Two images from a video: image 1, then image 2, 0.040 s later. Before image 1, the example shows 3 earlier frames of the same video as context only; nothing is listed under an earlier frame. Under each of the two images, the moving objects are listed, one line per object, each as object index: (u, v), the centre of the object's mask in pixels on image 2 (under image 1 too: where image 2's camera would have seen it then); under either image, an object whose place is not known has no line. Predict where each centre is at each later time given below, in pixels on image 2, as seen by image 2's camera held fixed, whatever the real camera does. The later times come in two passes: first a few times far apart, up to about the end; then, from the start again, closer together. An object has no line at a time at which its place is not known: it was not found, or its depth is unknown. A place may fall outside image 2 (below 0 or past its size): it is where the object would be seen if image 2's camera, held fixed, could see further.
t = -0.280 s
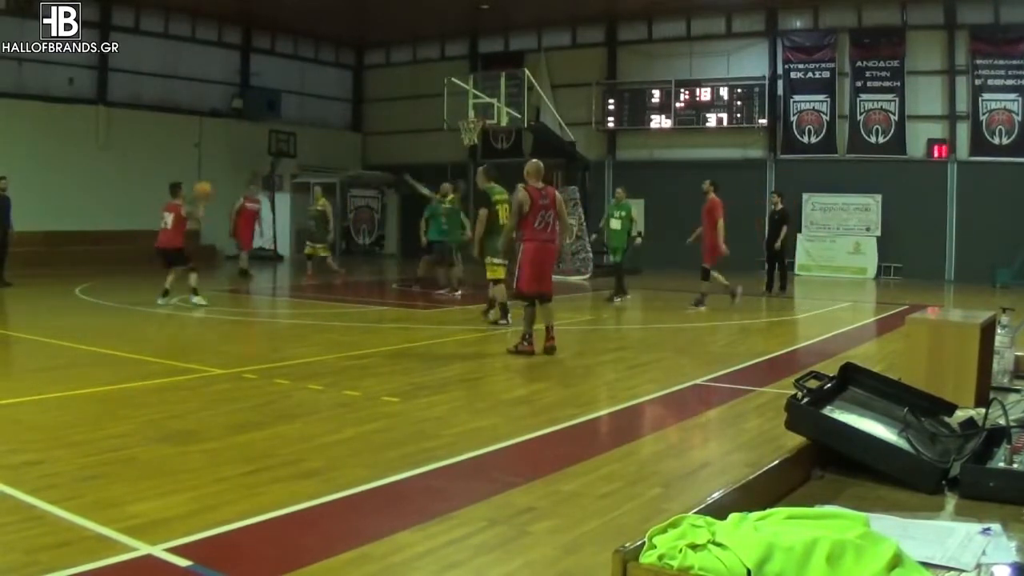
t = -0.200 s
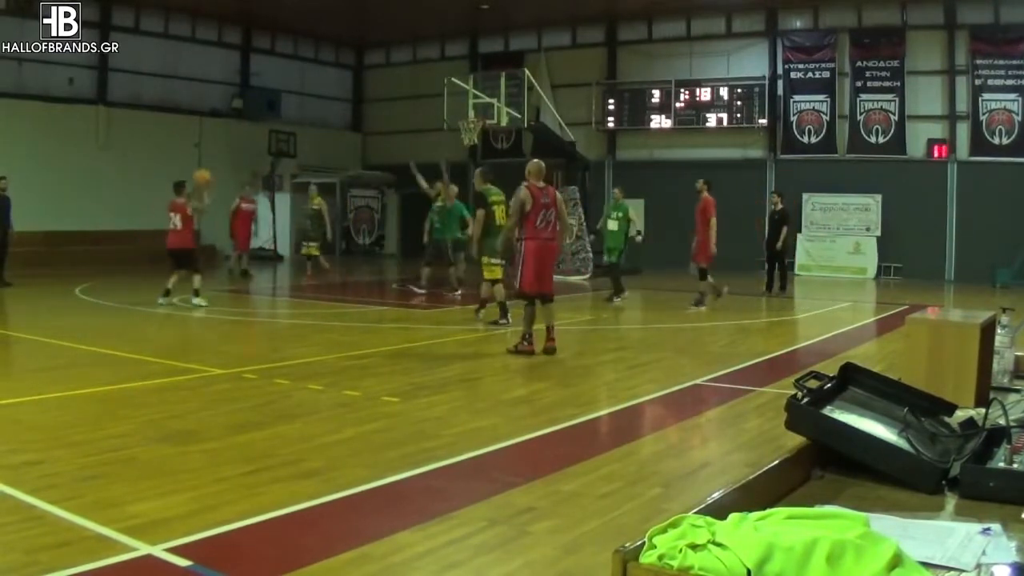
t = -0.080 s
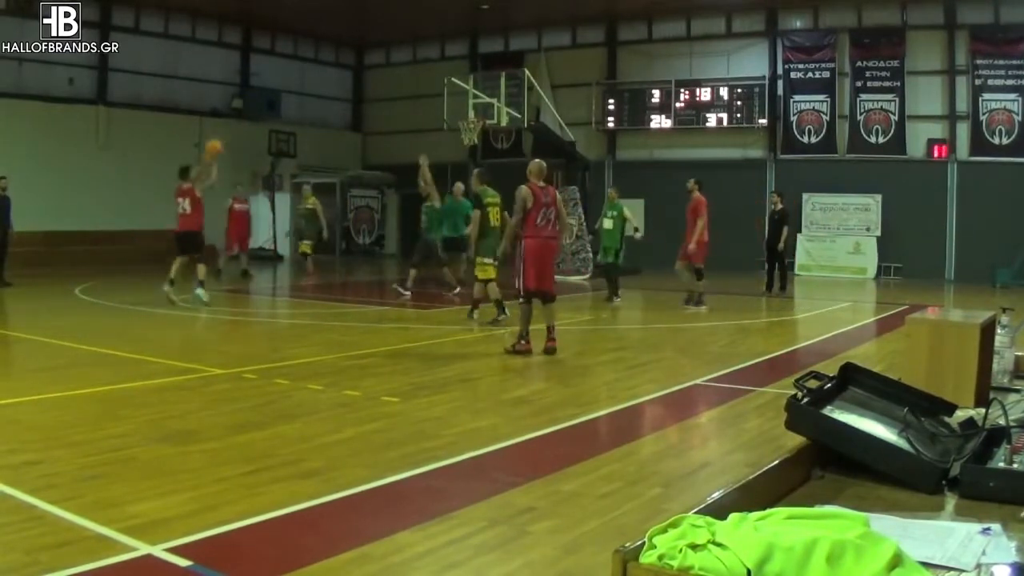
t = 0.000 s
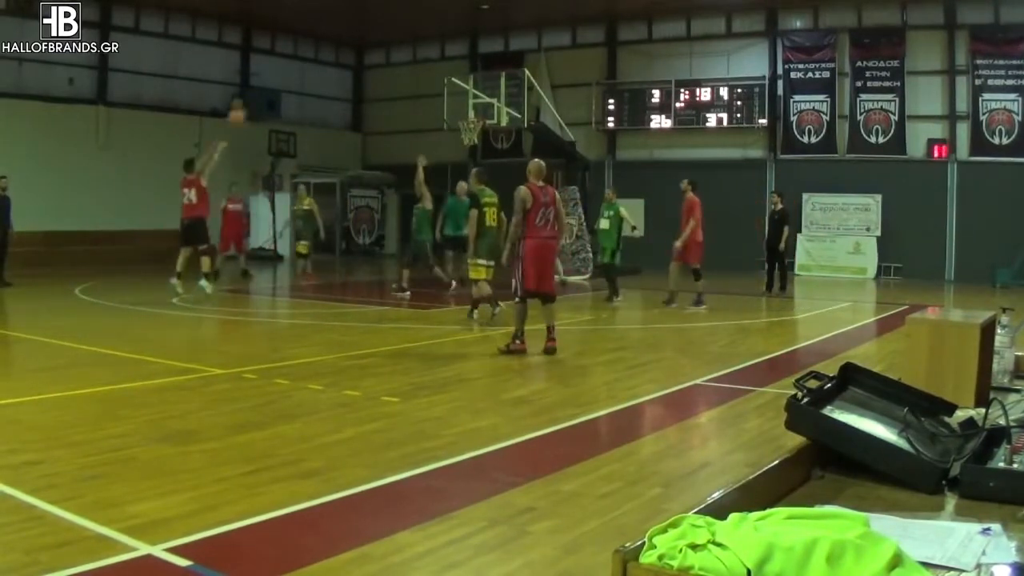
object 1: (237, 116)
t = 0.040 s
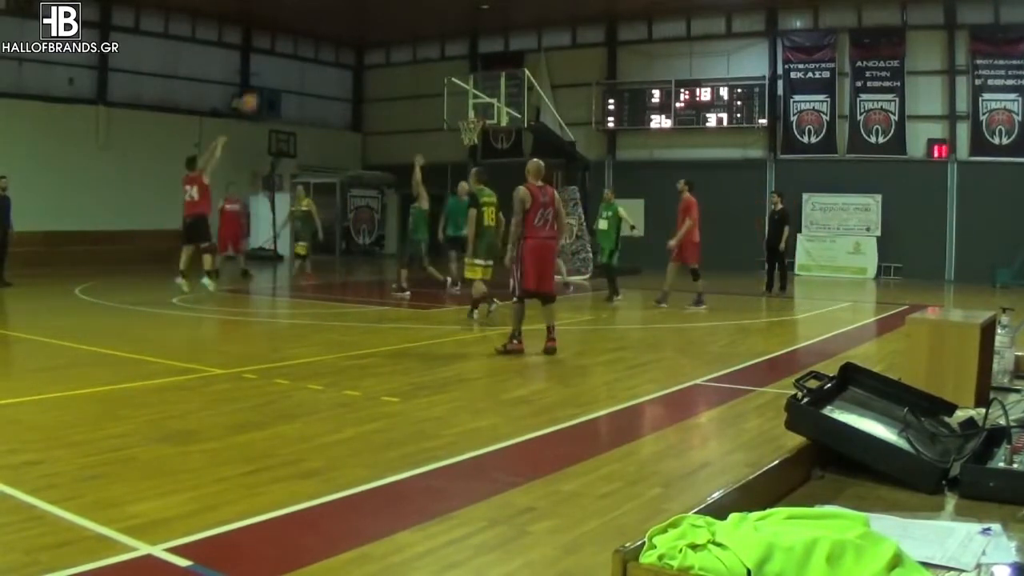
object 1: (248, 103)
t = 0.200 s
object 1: (294, 61)
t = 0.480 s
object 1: (364, 35)
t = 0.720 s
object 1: (416, 48)
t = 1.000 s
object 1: (465, 102)
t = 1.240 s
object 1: (493, 89)
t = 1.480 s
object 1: (514, 88)
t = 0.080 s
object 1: (260, 91)
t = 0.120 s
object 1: (271, 80)
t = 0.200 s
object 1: (294, 61)
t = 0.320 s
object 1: (325, 43)
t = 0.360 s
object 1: (335, 41)
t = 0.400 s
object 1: (345, 37)
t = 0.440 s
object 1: (354, 36)
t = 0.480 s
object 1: (364, 35)
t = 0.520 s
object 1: (373, 35)
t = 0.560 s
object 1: (382, 36)
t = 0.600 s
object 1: (390, 38)
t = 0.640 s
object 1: (399, 41)
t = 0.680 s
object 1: (407, 44)
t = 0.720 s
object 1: (416, 48)
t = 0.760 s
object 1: (424, 54)
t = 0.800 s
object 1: (430, 58)
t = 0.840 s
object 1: (439, 67)
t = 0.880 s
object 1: (447, 74)
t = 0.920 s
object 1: (453, 82)
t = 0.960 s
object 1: (461, 92)
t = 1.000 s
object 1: (465, 102)
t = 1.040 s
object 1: (475, 111)
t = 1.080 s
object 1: (479, 107)
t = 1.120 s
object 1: (480, 101)
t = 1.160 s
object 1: (485, 95)
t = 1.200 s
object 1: (489, 91)
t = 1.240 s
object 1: (493, 89)
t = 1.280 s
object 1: (495, 86)
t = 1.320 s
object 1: (499, 85)
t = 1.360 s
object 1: (503, 84)
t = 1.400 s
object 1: (507, 85)
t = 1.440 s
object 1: (509, 85)
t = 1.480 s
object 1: (514, 88)
